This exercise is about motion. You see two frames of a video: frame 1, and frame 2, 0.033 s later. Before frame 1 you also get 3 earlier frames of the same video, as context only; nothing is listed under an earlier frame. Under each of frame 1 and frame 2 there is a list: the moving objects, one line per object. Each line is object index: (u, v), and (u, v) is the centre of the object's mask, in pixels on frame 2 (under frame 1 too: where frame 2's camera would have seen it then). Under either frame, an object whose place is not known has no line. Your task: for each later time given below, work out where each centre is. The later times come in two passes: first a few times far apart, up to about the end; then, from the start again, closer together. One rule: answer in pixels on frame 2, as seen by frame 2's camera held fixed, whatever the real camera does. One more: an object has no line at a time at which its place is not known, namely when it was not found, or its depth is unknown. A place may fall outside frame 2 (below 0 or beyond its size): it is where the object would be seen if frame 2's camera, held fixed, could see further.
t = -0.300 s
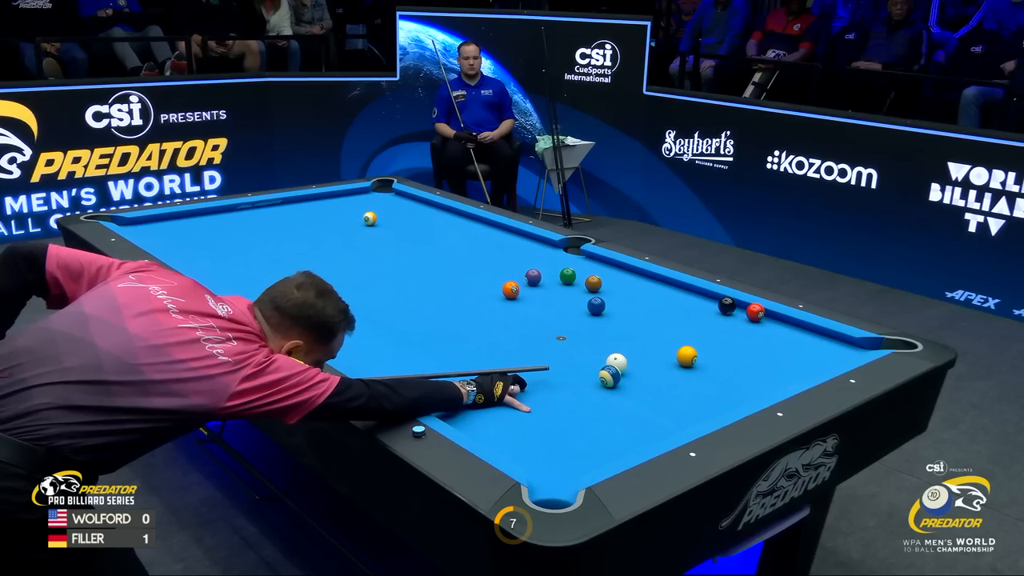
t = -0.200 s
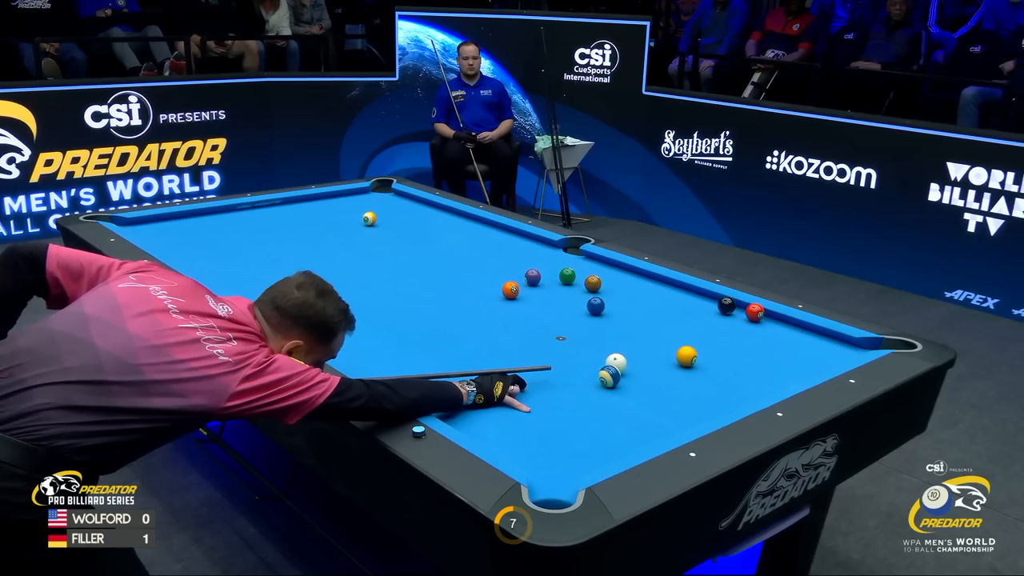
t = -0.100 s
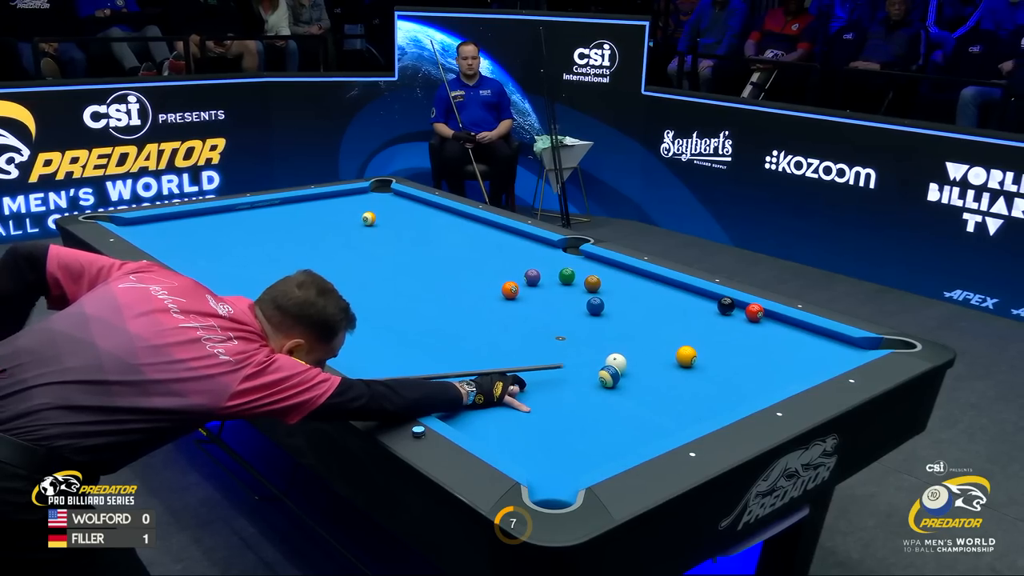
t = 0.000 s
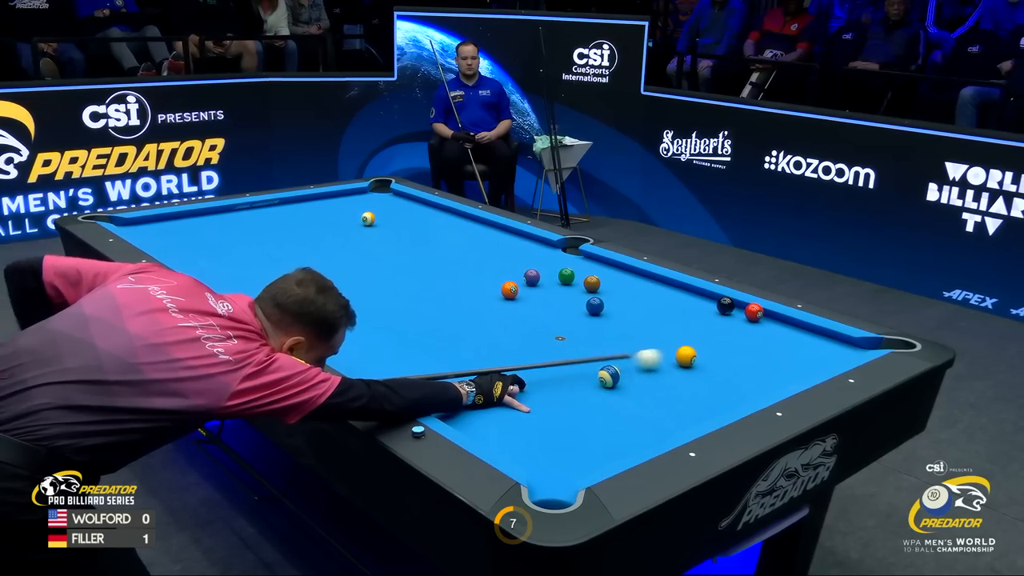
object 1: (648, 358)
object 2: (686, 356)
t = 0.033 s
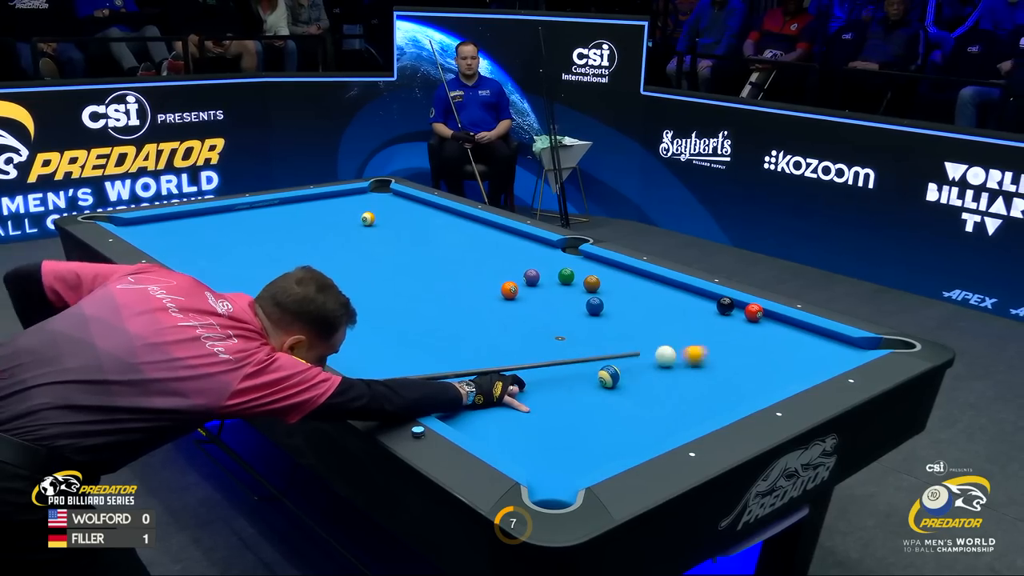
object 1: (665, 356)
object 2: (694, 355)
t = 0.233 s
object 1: (669, 344)
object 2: (838, 348)
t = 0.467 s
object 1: (699, 329)
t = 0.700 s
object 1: (730, 316)
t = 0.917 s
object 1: (736, 310)
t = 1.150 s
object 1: (740, 307)
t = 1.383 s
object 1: (738, 306)
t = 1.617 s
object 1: (733, 306)
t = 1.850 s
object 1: (729, 305)
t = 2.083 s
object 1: (727, 305)
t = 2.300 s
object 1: (726, 305)
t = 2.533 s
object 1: (727, 305)
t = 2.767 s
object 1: (728, 305)
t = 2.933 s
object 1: (732, 302)
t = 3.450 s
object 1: (729, 305)
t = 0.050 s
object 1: (665, 355)
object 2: (708, 355)
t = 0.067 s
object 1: (664, 354)
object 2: (720, 354)
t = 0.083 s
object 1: (664, 353)
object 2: (733, 353)
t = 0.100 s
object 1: (664, 352)
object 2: (745, 352)
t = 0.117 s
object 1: (664, 351)
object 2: (758, 352)
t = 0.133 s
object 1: (664, 350)
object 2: (770, 351)
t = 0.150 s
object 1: (664, 349)
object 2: (782, 351)
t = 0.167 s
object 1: (665, 348)
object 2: (793, 350)
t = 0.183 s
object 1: (666, 347)
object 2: (805, 349)
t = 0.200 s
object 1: (666, 346)
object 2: (815, 349)
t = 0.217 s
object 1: (668, 345)
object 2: (827, 349)
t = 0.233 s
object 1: (669, 344)
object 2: (838, 348)
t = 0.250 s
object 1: (670, 343)
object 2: (848, 347)
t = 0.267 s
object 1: (672, 342)
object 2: (858, 346)
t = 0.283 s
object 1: (674, 341)
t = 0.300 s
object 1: (676, 340)
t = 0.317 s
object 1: (678, 338)
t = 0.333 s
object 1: (680, 338)
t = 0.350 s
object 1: (682, 336)
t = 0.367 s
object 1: (684, 335)
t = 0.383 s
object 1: (687, 334)
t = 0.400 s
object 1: (690, 333)
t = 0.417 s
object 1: (692, 332)
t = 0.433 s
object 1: (694, 331)
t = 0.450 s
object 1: (697, 330)
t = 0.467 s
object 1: (699, 329)
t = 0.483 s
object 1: (701, 328)
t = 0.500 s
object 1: (704, 327)
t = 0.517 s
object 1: (706, 326)
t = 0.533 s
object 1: (708, 325)
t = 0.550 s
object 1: (711, 324)
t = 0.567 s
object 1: (713, 324)
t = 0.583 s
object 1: (715, 323)
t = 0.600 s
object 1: (717, 322)
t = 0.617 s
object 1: (719, 321)
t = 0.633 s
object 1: (721, 320)
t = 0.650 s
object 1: (724, 319)
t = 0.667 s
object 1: (726, 318)
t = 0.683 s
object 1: (728, 317)
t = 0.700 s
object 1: (730, 316)
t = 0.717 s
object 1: (732, 316)
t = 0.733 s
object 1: (734, 315)
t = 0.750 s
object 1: (736, 314)
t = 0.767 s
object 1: (736, 313)
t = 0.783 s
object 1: (735, 312)
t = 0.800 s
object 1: (735, 312)
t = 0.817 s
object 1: (735, 311)
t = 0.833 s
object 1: (735, 311)
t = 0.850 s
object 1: (735, 311)
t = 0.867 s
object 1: (735, 311)
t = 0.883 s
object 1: (736, 311)
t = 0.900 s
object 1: (736, 311)
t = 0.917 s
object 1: (736, 310)
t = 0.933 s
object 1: (736, 310)
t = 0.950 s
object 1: (737, 310)
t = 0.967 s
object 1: (737, 310)
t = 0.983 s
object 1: (737, 309)
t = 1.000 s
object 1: (738, 309)
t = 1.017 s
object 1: (738, 309)
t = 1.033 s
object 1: (738, 309)
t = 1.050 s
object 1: (738, 309)
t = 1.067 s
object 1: (738, 309)
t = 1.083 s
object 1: (739, 308)
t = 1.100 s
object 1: (739, 308)
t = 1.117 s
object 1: (739, 308)
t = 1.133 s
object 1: (740, 308)
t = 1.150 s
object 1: (740, 307)
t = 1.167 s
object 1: (740, 307)
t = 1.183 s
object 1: (740, 307)
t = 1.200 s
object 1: (741, 307)
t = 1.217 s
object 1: (741, 307)
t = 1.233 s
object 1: (741, 307)
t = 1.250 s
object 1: (741, 306)
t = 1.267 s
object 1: (741, 306)
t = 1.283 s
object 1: (741, 306)
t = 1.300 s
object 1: (741, 306)
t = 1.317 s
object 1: (740, 306)
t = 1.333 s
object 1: (740, 306)
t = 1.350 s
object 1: (739, 306)
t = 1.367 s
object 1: (739, 306)
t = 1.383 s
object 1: (738, 306)
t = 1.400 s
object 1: (738, 306)
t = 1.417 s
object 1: (737, 306)
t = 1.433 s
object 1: (737, 306)
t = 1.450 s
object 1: (737, 306)
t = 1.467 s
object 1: (736, 306)
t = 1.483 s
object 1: (736, 306)
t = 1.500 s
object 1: (736, 306)
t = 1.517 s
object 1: (735, 306)
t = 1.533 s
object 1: (735, 306)
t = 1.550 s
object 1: (735, 306)
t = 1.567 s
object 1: (734, 306)
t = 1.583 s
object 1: (734, 306)
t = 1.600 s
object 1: (734, 306)
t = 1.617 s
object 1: (733, 306)
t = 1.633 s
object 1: (733, 306)
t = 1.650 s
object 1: (732, 306)
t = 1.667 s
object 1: (732, 306)
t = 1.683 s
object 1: (732, 306)
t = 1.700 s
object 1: (731, 306)
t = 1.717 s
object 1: (732, 306)
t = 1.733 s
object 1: (731, 306)
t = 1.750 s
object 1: (731, 306)
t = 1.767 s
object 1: (731, 305)
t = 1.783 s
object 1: (730, 305)
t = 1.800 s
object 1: (730, 306)
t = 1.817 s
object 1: (730, 306)
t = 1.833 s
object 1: (730, 305)
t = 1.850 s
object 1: (729, 305)
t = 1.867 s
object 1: (729, 305)
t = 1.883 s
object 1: (729, 305)
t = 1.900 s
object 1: (729, 305)
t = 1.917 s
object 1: (728, 305)
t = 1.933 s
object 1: (728, 305)
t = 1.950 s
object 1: (728, 305)
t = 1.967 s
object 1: (728, 305)
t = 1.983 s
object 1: (728, 305)
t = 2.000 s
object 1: (728, 305)
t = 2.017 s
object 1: (727, 305)
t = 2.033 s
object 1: (727, 305)
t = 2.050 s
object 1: (727, 305)
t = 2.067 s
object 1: (727, 305)
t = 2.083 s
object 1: (727, 305)
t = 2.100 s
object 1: (727, 305)
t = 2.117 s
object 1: (727, 305)
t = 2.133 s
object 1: (727, 305)
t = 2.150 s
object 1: (727, 305)
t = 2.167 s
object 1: (727, 305)
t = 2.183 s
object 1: (726, 305)
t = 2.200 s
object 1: (726, 305)
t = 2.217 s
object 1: (726, 305)
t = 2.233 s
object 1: (726, 305)
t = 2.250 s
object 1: (726, 305)
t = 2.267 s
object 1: (726, 305)
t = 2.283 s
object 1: (726, 305)
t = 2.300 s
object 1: (726, 305)
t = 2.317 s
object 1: (726, 305)
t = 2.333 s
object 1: (726, 305)
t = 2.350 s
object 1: (727, 305)
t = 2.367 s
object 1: (726, 305)
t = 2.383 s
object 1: (727, 305)
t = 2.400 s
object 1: (727, 305)
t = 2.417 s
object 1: (727, 305)
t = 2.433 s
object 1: (727, 305)
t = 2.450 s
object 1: (727, 305)
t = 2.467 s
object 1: (727, 305)
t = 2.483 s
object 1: (727, 305)
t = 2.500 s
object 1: (727, 305)
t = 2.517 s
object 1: (727, 305)
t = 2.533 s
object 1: (727, 305)
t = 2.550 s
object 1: (727, 305)
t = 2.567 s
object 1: (727, 305)
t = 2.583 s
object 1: (727, 305)
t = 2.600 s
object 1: (727, 305)
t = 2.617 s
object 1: (727, 305)
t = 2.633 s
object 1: (727, 305)
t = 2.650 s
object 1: (727, 305)
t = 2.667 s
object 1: (727, 305)
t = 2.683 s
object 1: (728, 305)
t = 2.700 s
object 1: (728, 305)
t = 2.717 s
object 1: (729, 305)
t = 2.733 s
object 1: (727, 305)
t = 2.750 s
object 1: (728, 305)
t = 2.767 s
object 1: (728, 305)
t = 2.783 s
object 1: (728, 305)
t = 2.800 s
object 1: (728, 305)
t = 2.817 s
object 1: (728, 305)
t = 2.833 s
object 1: (728, 305)
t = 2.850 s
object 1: (728, 305)
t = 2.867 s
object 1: (728, 305)
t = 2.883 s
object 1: (728, 305)
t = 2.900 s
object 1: (728, 305)
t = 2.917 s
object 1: (728, 305)
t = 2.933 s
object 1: (732, 302)
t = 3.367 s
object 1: (726, 302)
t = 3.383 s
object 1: (729, 305)
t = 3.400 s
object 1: (729, 306)
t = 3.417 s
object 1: (729, 305)
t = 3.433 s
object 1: (729, 305)
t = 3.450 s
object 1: (729, 305)
